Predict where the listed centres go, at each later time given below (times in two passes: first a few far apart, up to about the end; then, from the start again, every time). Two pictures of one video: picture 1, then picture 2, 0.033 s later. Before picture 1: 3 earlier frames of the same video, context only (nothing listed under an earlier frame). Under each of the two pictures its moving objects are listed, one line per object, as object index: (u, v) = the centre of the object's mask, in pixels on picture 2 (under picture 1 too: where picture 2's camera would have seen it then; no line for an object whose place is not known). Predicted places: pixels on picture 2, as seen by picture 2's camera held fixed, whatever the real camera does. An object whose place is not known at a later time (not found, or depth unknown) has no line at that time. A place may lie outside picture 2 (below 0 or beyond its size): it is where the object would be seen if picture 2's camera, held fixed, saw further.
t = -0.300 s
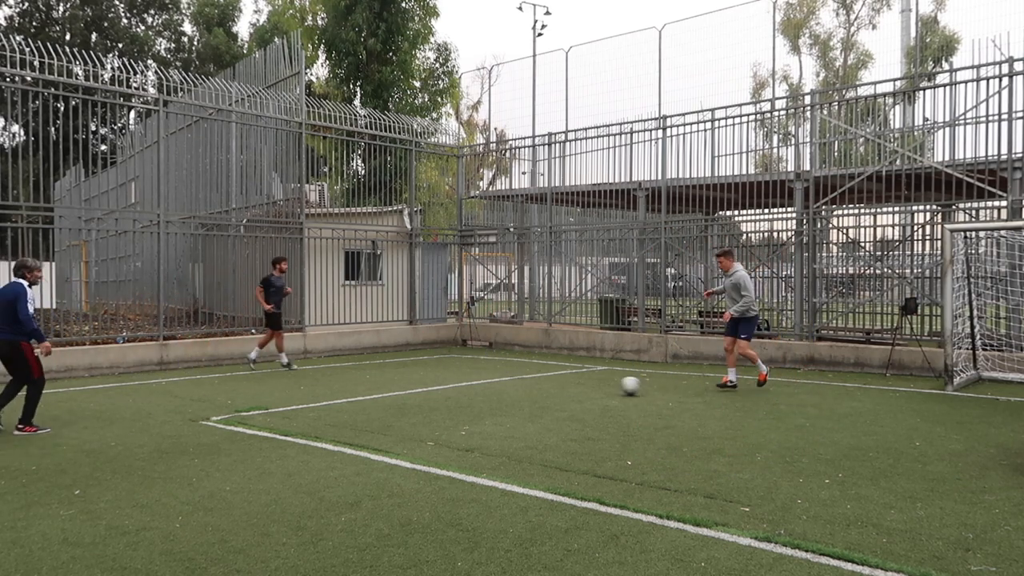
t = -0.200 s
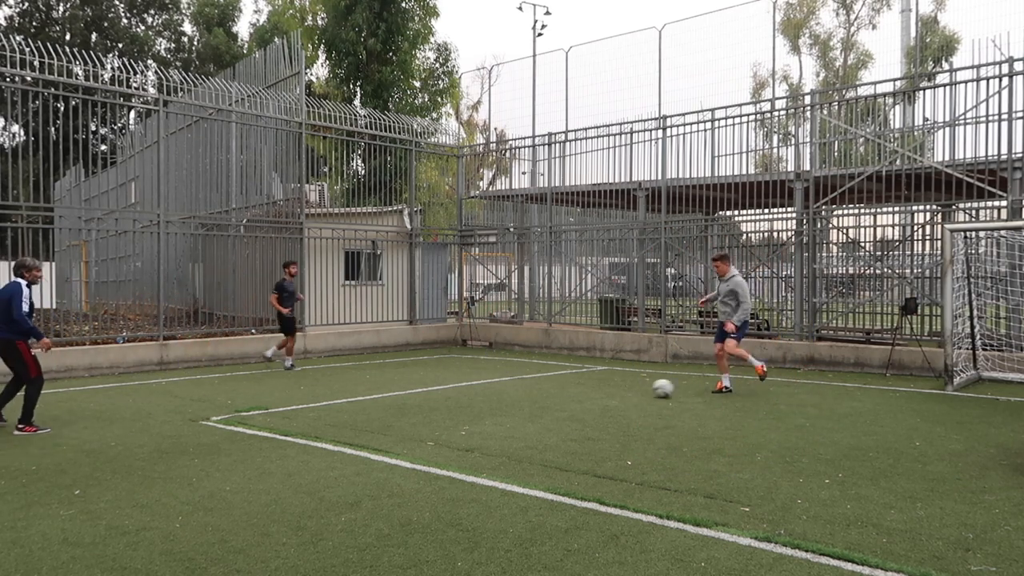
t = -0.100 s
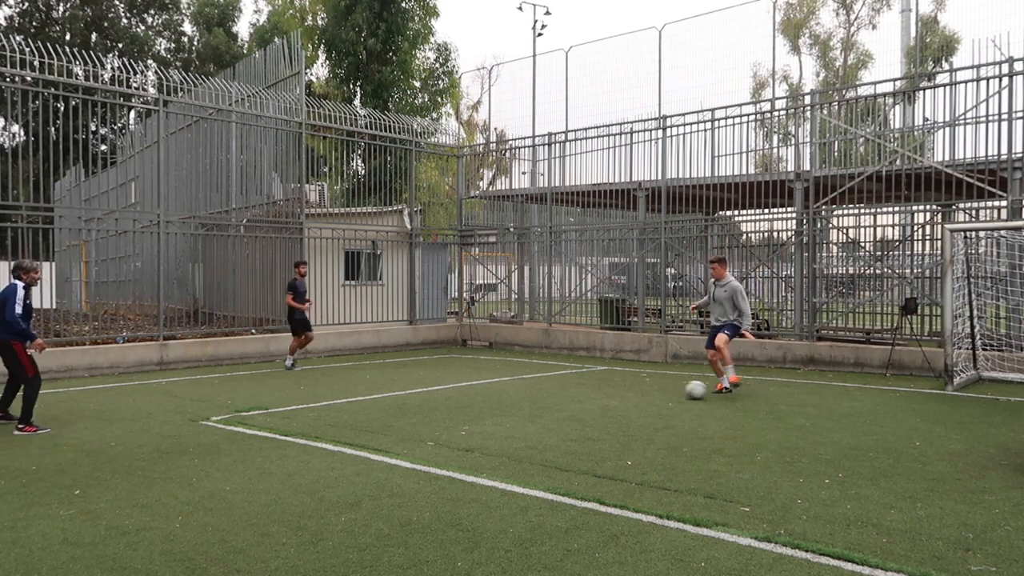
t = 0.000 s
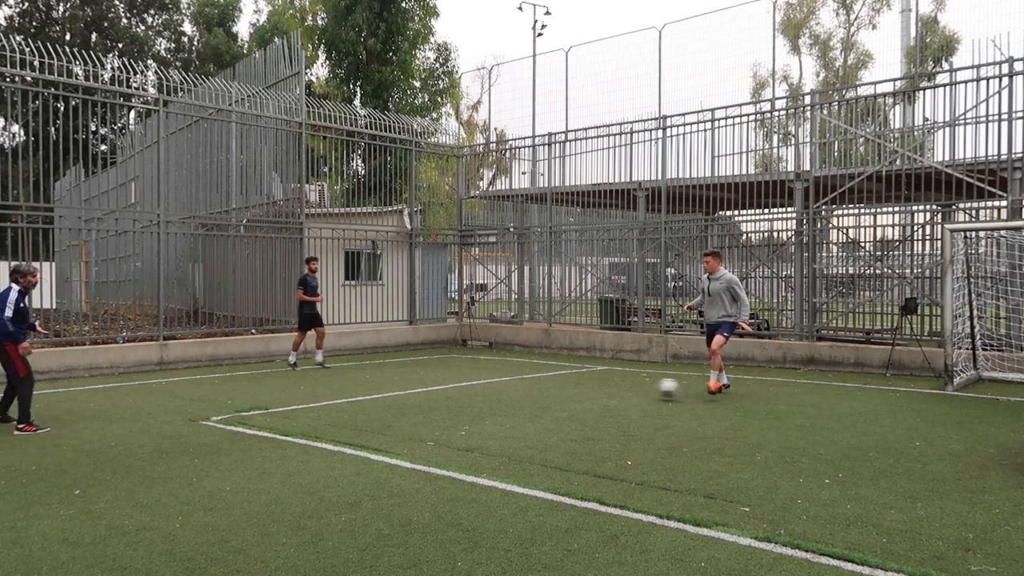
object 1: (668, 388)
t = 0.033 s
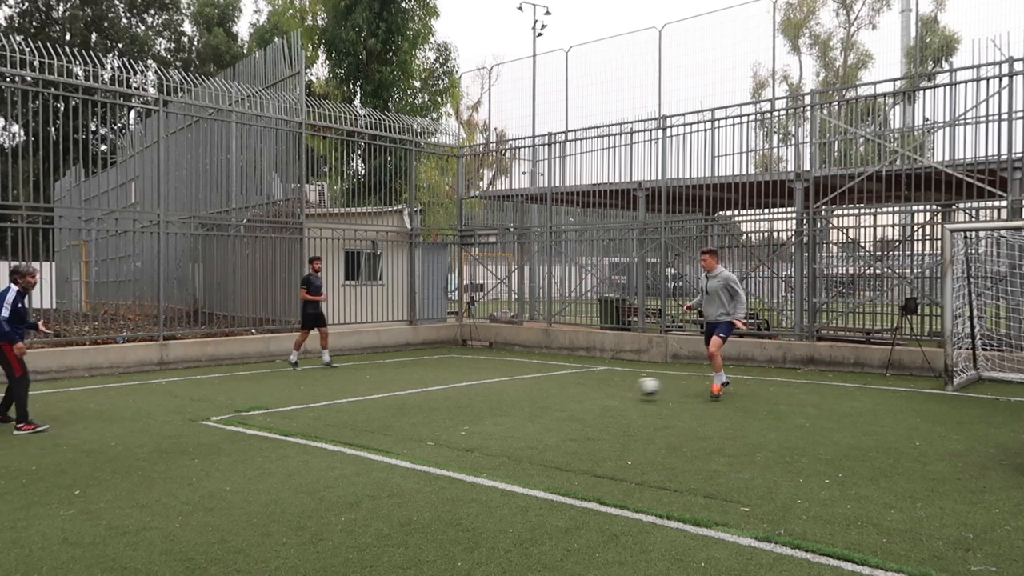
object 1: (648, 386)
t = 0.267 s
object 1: (516, 391)
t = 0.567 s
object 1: (374, 398)
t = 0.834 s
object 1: (263, 399)
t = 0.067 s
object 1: (629, 386)
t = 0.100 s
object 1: (609, 386)
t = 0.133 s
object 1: (590, 388)
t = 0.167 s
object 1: (571, 391)
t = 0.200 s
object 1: (551, 393)
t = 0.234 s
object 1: (534, 393)
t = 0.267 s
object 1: (516, 391)
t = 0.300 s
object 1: (500, 392)
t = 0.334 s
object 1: (482, 393)
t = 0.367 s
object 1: (465, 395)
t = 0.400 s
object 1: (449, 396)
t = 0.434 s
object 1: (434, 396)
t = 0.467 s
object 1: (418, 397)
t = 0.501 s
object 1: (403, 398)
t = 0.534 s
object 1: (389, 398)
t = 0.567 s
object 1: (374, 398)
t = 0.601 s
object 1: (360, 399)
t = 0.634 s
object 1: (347, 399)
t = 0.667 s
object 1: (332, 399)
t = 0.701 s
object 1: (318, 399)
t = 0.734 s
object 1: (304, 400)
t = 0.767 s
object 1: (290, 400)
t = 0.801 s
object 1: (276, 399)
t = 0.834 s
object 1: (263, 399)
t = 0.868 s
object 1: (249, 400)
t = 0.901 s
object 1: (235, 402)
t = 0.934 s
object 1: (222, 402)
